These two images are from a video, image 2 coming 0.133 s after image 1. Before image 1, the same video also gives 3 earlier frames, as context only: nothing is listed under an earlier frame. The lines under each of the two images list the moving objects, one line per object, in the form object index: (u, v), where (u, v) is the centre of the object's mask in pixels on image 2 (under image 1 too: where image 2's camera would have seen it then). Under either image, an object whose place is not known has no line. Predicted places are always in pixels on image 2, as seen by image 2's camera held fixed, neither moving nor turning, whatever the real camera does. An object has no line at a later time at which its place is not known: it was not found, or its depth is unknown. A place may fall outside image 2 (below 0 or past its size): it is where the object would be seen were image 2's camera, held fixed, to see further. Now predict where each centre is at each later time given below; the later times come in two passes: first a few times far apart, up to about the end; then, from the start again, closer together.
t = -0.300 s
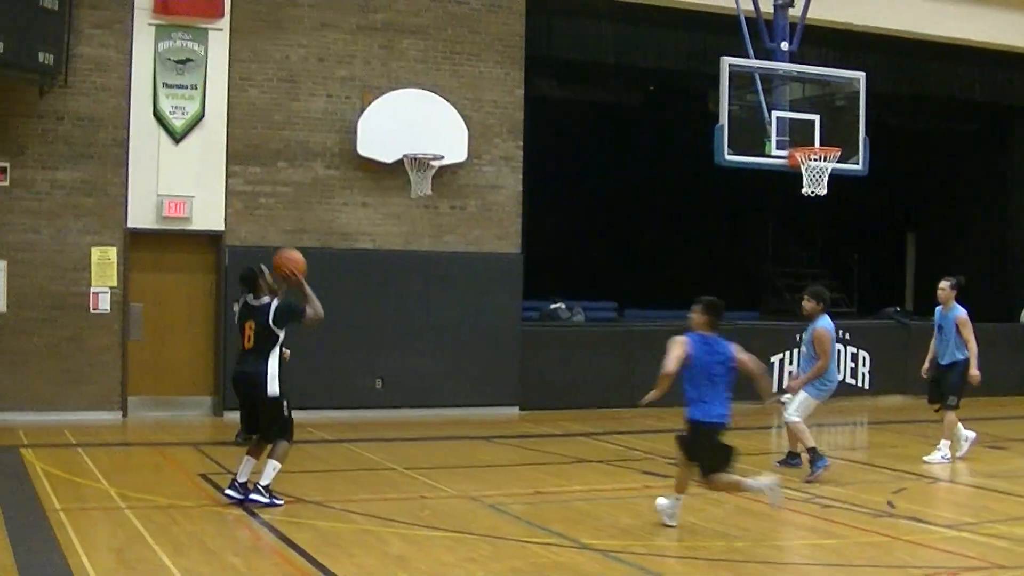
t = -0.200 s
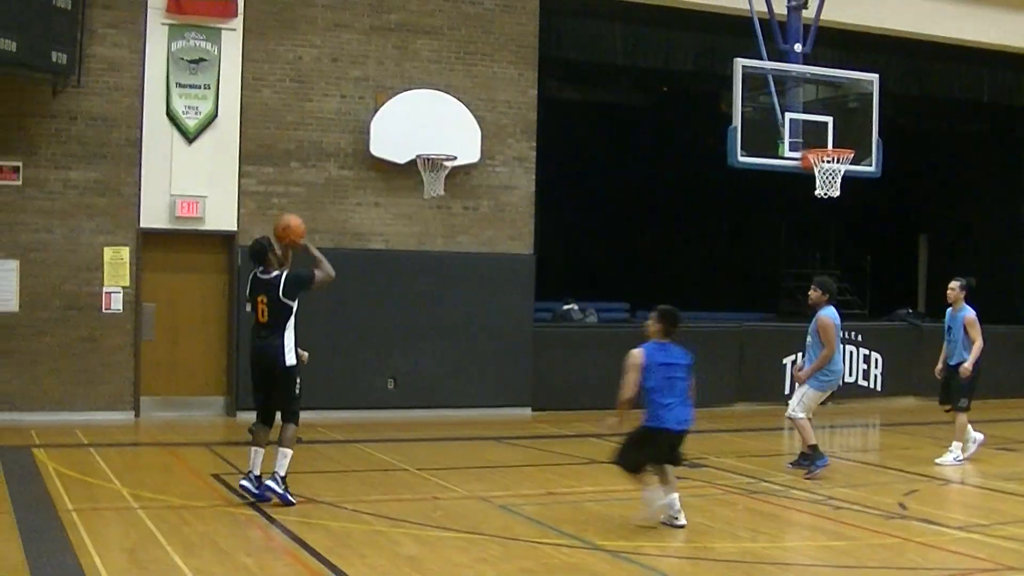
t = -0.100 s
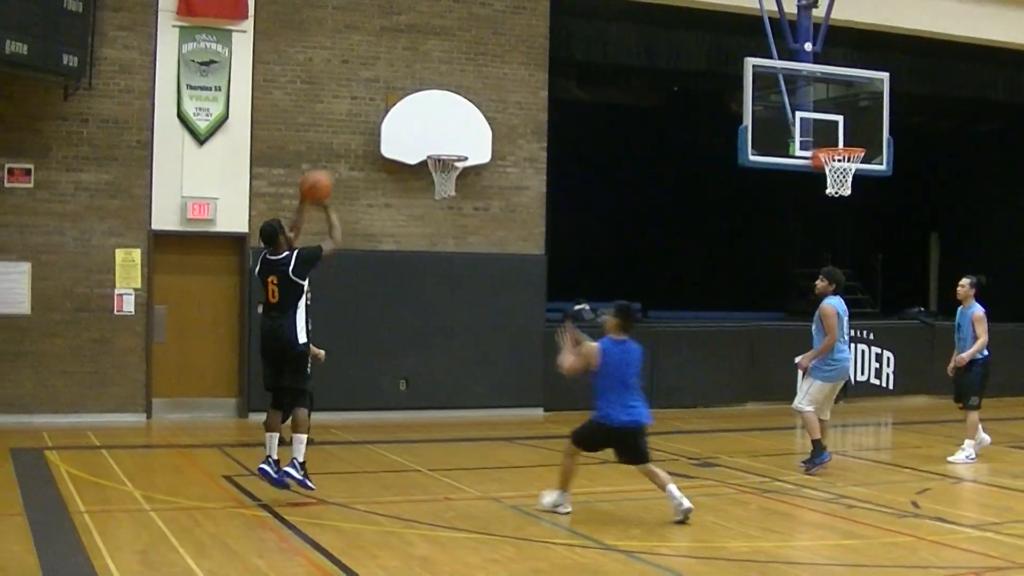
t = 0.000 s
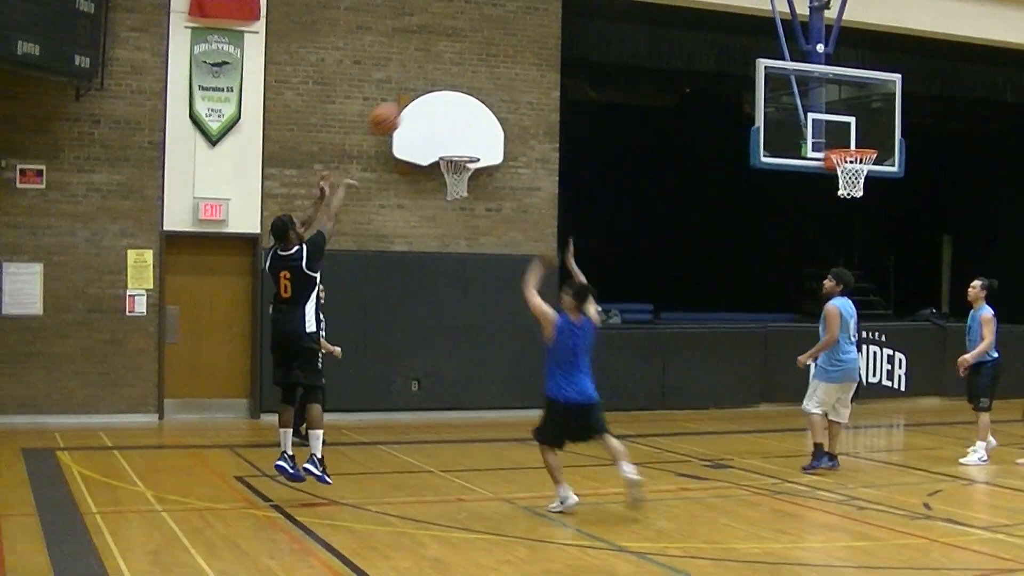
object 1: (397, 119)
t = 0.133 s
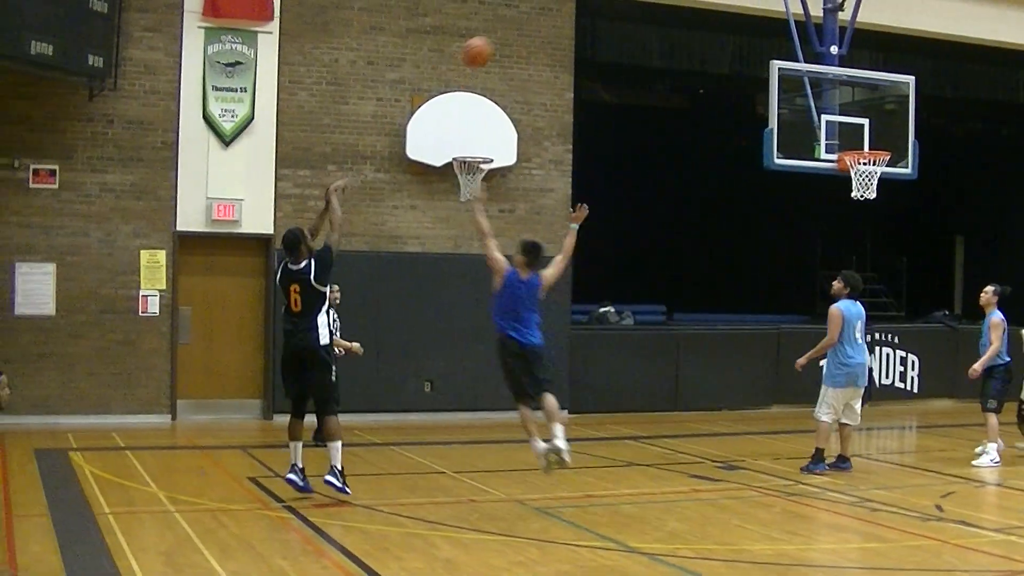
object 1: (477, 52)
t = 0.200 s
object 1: (513, 27)
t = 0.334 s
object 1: (581, 5)
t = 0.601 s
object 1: (698, 6)
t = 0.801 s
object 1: (774, 47)
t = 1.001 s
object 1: (843, 125)
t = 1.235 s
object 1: (910, 132)
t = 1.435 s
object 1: (964, 160)
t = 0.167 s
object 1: (495, 39)
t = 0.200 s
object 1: (513, 27)
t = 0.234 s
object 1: (531, 18)
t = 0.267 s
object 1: (547, 11)
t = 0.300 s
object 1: (565, 7)
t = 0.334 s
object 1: (581, 5)
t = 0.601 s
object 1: (698, 6)
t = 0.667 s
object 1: (724, 14)
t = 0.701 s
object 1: (738, 20)
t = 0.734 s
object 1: (750, 29)
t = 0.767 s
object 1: (762, 37)
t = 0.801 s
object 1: (774, 47)
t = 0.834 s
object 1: (786, 57)
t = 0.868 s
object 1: (797, 70)
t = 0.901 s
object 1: (809, 83)
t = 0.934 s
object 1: (821, 94)
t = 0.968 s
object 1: (831, 108)
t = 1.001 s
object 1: (843, 125)
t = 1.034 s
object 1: (853, 139)
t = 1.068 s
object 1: (861, 136)
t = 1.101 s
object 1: (873, 133)
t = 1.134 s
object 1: (883, 132)
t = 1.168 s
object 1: (891, 131)
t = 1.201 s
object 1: (900, 131)
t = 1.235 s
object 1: (910, 132)
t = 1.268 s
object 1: (920, 134)
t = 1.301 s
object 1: (930, 137)
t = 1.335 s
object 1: (938, 142)
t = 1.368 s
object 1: (947, 147)
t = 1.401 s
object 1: (955, 153)
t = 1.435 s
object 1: (964, 160)
